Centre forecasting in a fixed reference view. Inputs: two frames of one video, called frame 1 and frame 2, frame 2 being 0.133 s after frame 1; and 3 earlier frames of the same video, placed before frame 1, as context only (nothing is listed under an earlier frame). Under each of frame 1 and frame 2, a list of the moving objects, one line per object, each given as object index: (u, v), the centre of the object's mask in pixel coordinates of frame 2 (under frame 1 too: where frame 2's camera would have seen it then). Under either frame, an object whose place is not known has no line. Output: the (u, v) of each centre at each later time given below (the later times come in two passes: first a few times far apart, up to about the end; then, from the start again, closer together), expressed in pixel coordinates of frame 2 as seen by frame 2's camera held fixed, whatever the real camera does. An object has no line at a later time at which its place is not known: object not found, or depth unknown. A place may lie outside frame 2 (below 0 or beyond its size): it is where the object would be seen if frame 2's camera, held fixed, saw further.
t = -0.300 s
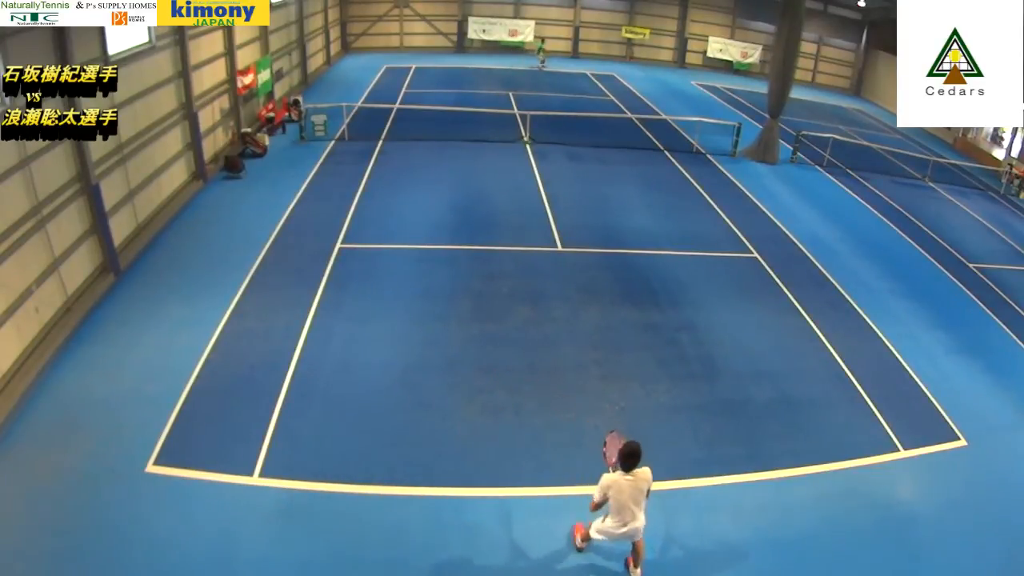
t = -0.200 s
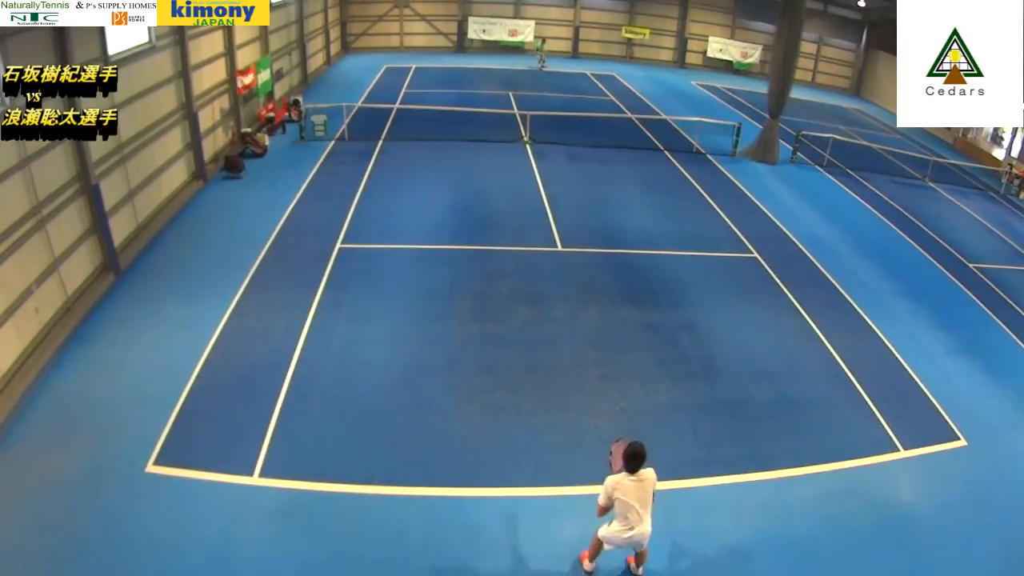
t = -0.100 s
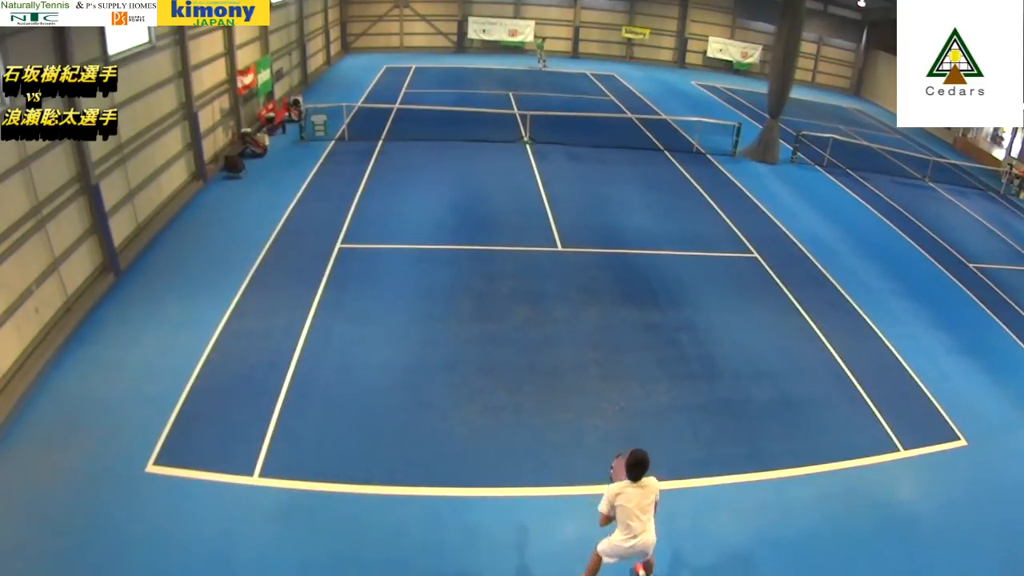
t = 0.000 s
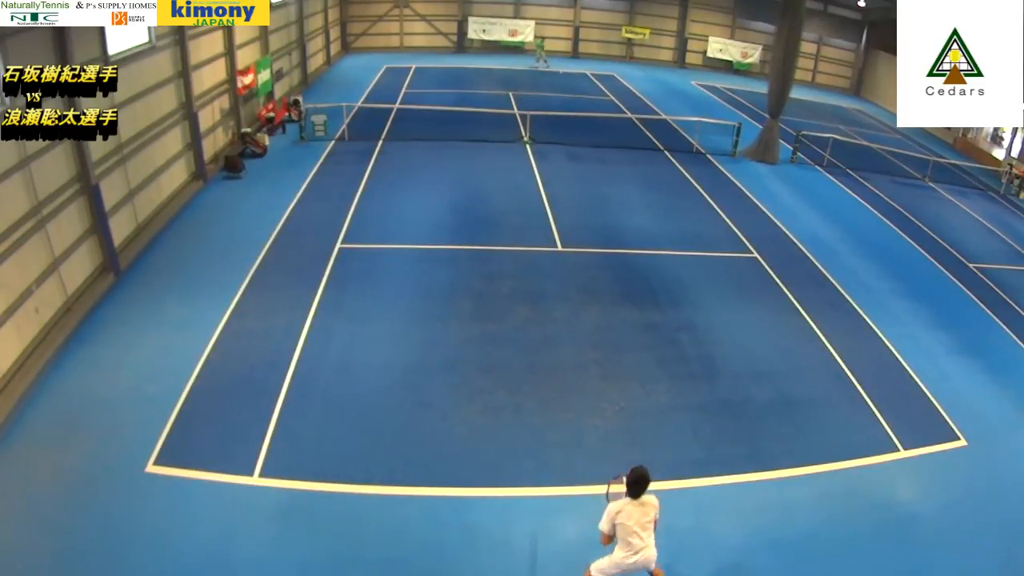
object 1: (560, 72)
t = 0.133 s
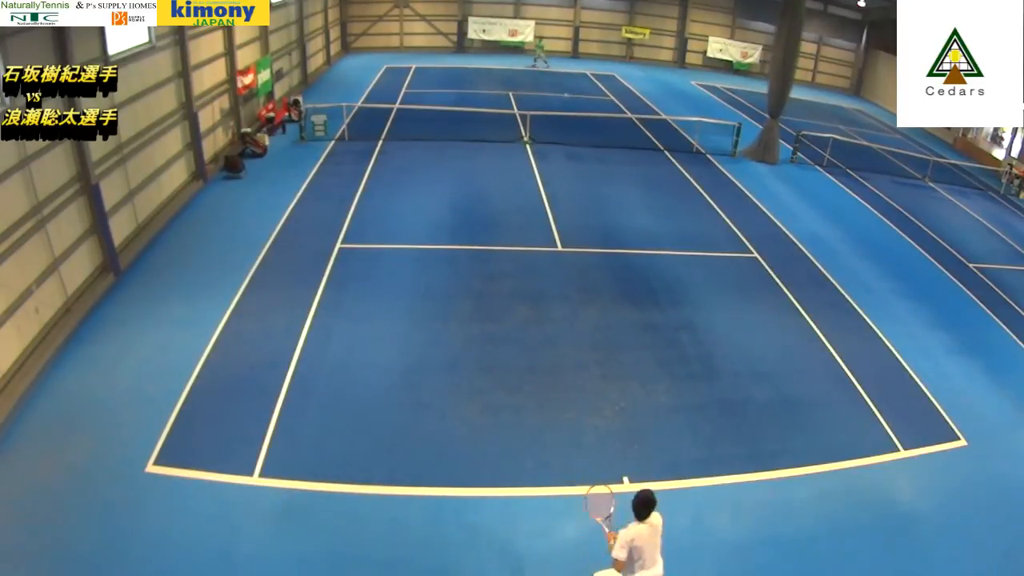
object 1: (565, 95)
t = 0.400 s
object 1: (583, 200)
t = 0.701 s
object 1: (622, 365)
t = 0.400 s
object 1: (583, 200)
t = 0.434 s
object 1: (585, 222)
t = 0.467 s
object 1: (589, 245)
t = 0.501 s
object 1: (592, 274)
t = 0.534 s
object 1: (596, 286)
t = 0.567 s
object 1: (601, 298)
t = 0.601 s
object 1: (605, 311)
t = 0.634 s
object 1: (611, 326)
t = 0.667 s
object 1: (617, 344)
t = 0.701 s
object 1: (622, 365)
